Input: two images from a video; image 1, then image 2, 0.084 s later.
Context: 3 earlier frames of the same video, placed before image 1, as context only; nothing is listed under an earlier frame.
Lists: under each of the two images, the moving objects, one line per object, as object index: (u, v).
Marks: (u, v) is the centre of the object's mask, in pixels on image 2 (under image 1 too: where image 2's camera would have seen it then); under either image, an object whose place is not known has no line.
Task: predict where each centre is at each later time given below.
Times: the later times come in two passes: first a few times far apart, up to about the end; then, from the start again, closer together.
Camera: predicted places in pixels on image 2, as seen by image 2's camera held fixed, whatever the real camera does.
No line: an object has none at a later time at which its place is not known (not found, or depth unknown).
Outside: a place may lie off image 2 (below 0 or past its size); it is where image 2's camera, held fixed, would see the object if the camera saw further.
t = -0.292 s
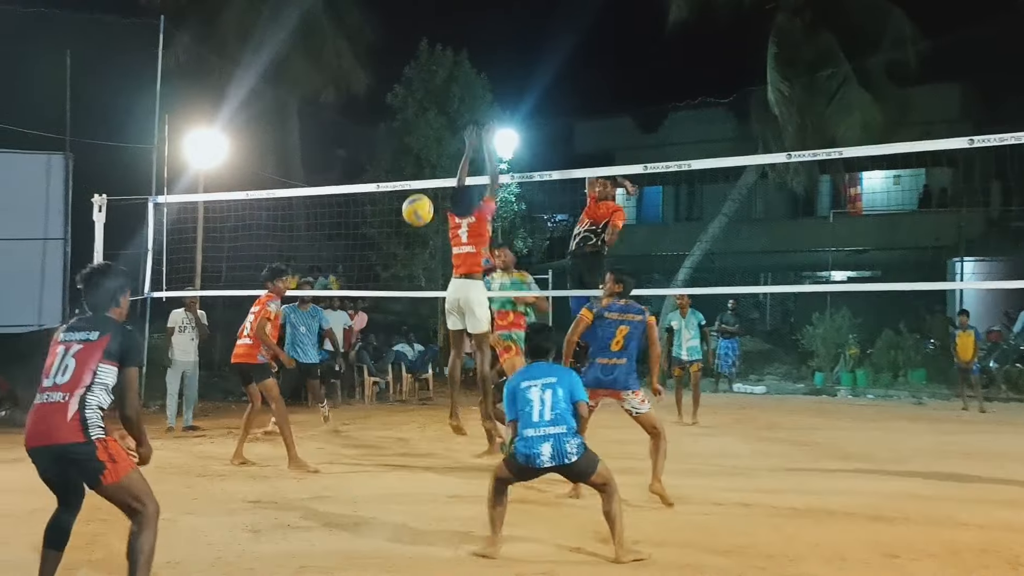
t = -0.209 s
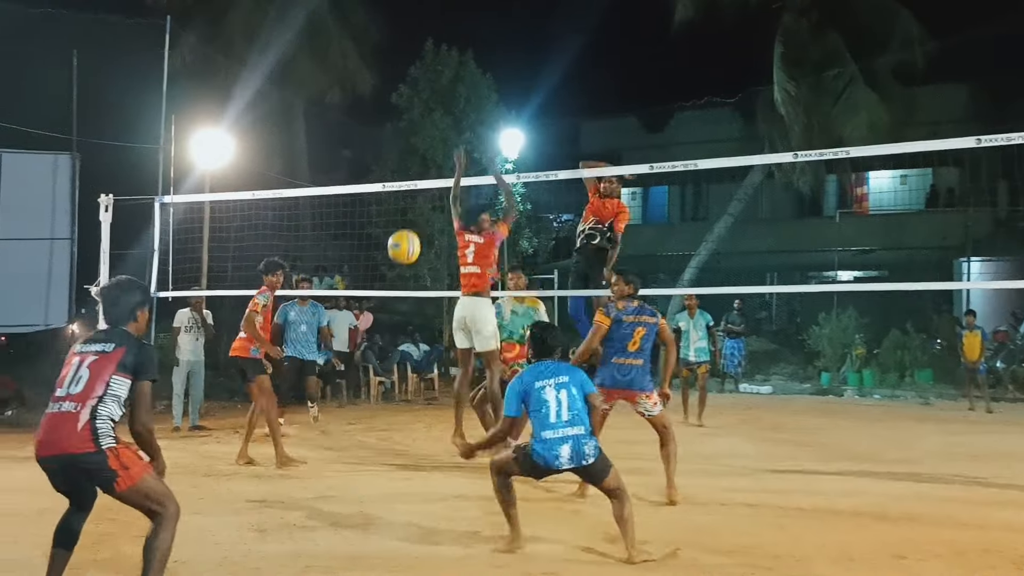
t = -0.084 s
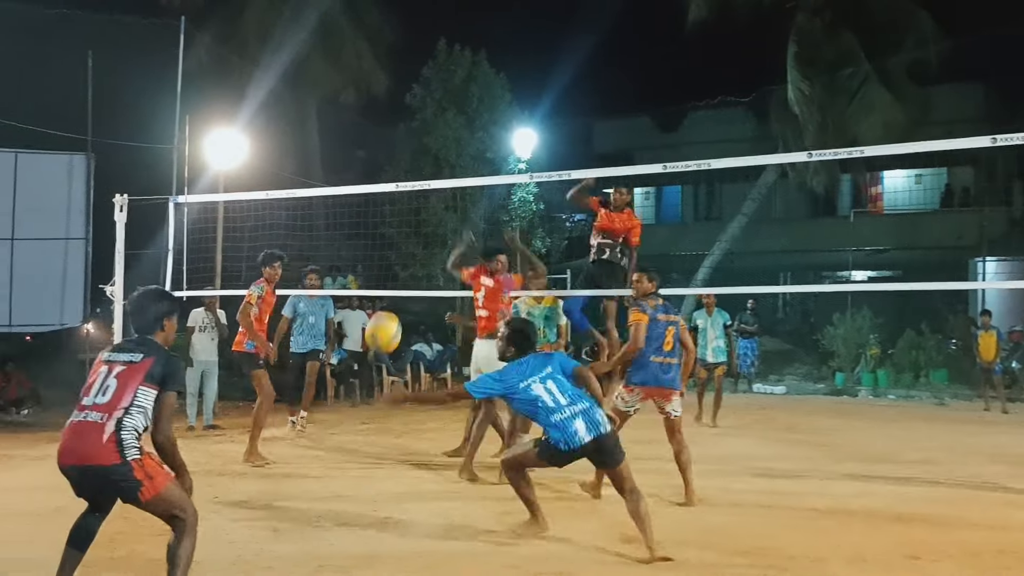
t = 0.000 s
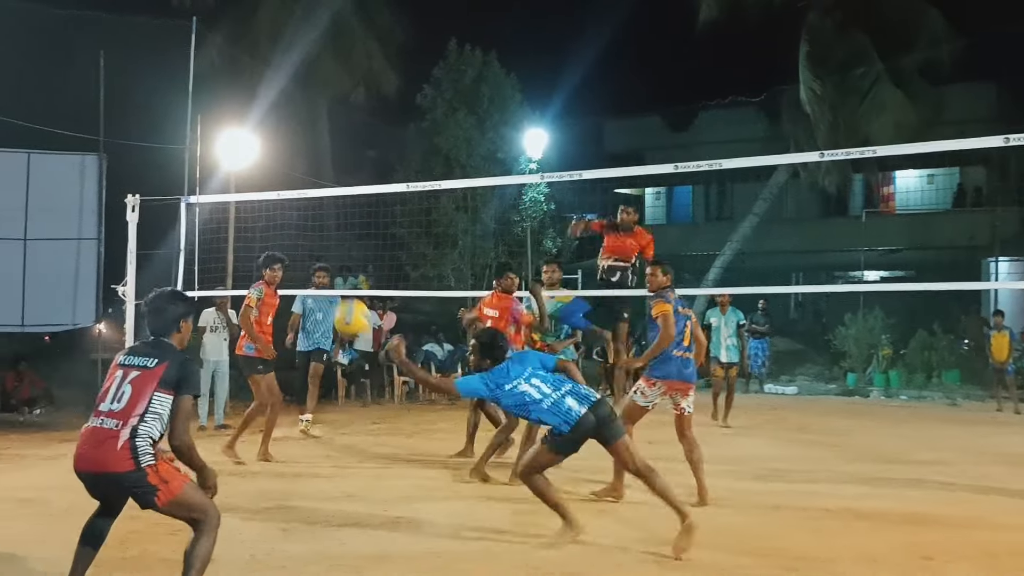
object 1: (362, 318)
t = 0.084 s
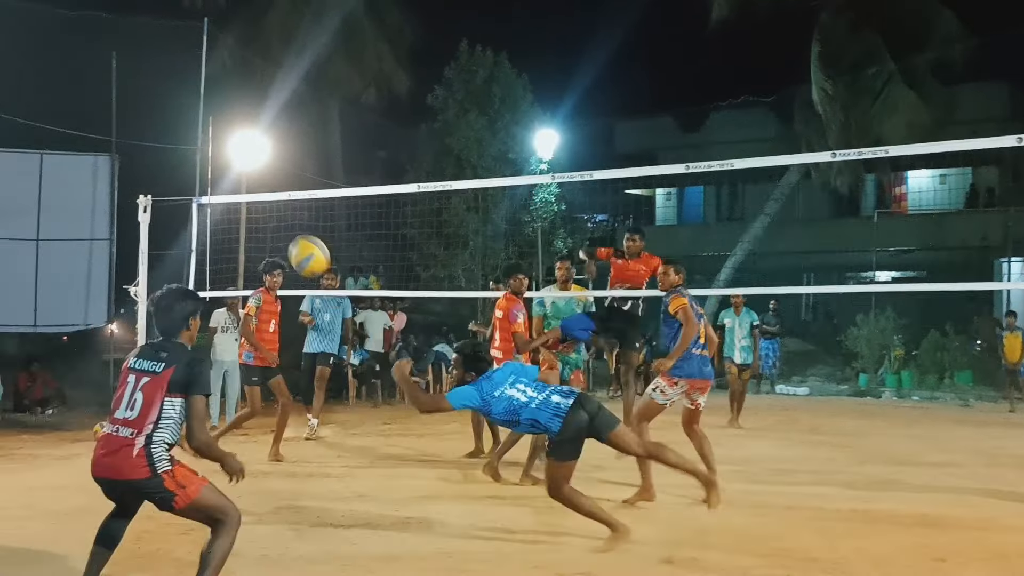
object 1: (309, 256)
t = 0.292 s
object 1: (164, 144)
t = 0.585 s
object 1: (-75, 109)
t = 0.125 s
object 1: (281, 229)
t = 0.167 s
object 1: (254, 205)
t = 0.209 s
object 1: (222, 182)
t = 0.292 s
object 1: (164, 144)
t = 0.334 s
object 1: (132, 130)
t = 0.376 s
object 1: (100, 119)
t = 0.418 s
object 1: (67, 110)
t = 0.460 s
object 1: (32, 104)
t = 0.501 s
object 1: (-4, 102)
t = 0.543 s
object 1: (-39, 104)
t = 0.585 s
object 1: (-75, 109)
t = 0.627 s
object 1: (-114, 117)
